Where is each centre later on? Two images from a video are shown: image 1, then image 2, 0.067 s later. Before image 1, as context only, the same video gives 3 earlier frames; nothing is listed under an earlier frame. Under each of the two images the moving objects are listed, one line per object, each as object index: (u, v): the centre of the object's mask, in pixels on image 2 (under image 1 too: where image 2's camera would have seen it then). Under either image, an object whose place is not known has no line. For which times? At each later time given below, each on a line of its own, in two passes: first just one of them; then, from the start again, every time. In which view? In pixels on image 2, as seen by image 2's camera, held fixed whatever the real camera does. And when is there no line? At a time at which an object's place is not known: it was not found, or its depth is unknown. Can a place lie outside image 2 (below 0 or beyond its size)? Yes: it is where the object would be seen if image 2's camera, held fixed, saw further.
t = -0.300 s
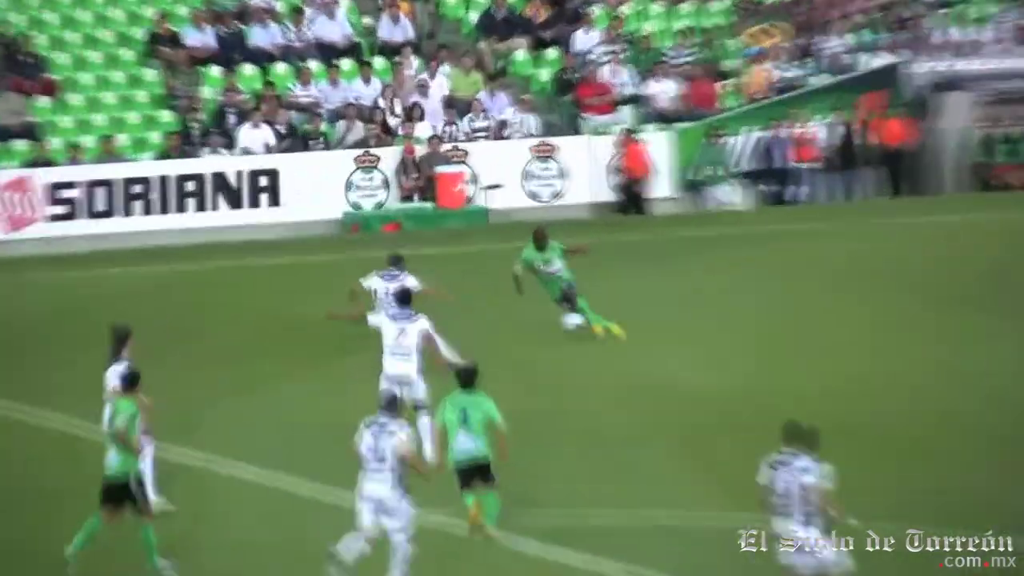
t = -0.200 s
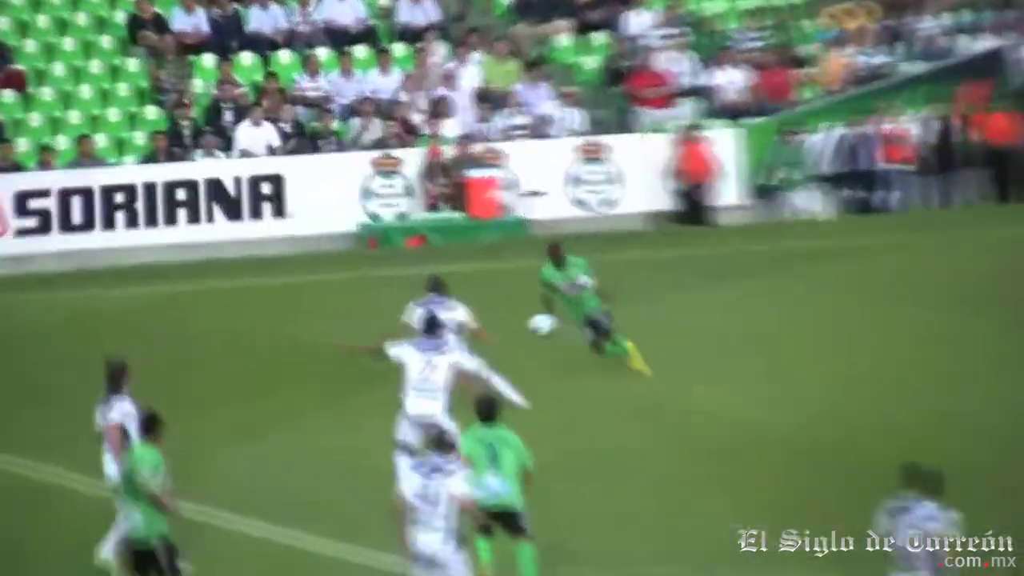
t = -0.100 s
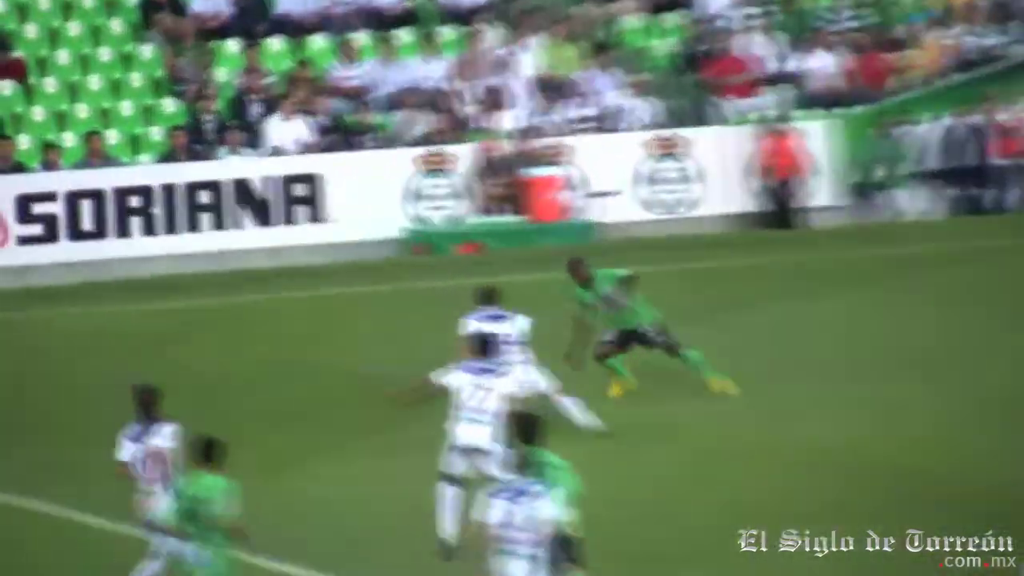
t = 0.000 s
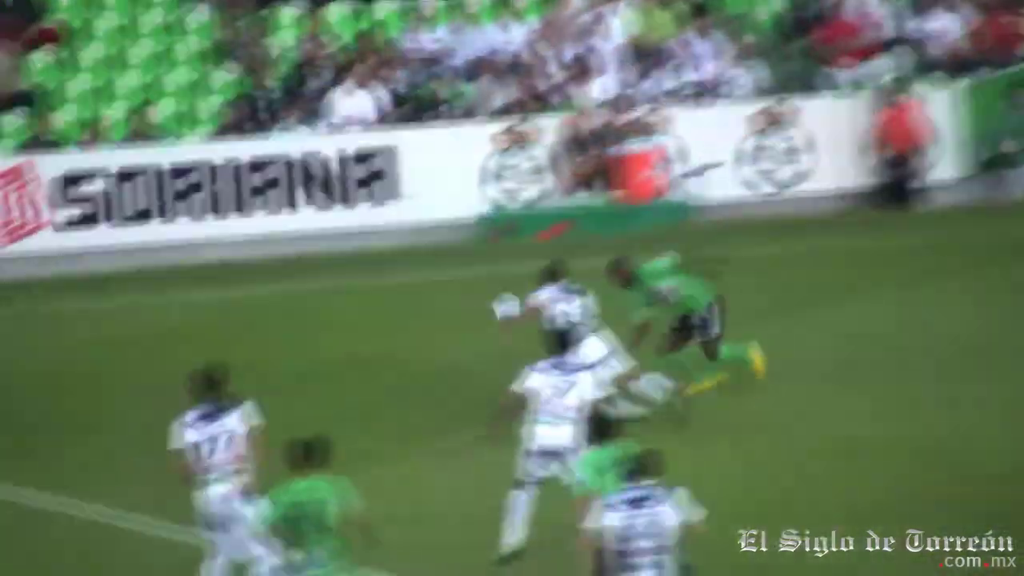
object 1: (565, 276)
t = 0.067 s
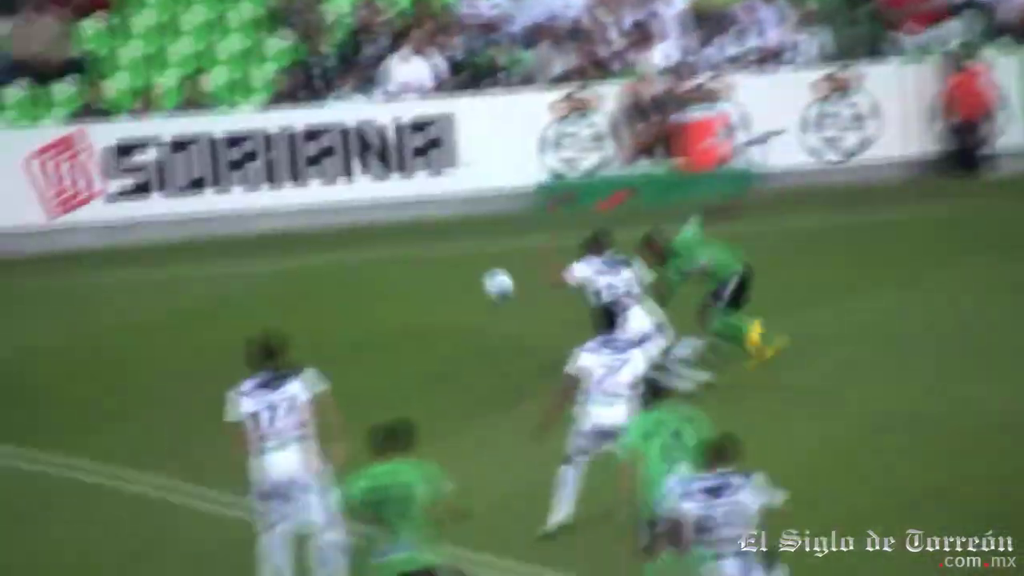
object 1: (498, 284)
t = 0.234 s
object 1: (328, 323)
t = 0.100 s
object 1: (464, 288)
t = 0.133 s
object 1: (430, 294)
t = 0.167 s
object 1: (396, 302)
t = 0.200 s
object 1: (362, 311)
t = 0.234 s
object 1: (328, 323)
